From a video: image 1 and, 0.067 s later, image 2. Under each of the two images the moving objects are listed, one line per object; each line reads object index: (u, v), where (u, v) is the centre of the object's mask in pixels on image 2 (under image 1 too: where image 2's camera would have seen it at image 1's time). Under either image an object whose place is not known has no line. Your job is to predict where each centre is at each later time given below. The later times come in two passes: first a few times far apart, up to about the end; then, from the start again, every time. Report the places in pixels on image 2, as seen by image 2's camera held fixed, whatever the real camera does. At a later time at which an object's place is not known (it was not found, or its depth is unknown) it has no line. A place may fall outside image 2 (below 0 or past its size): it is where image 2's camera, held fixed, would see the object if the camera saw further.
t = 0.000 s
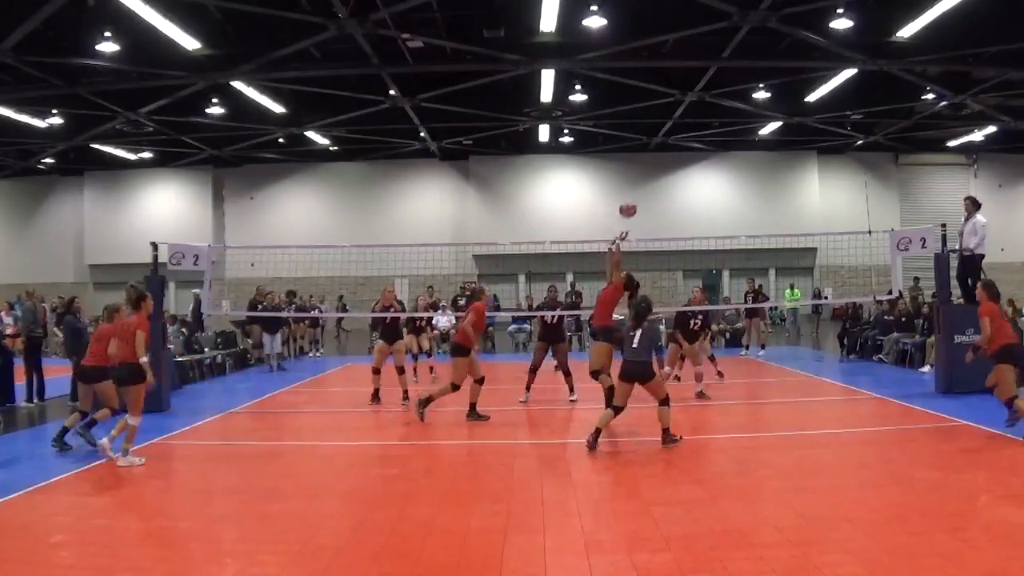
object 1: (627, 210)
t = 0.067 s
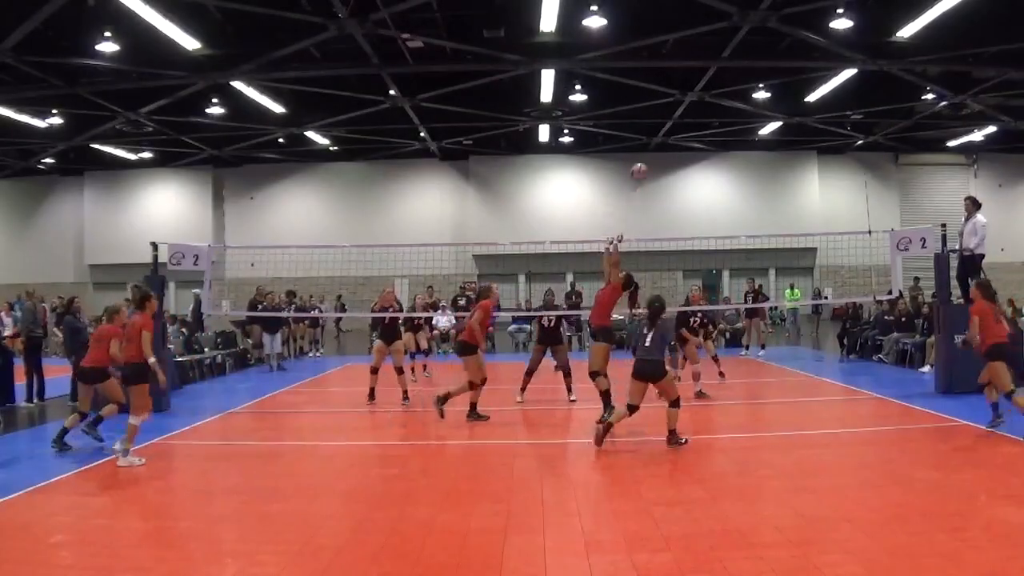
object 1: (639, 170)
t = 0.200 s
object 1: (661, 116)
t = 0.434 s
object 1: (697, 57)
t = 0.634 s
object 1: (727, 42)
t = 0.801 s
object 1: (752, 55)
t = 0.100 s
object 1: (645, 155)
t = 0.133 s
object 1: (650, 142)
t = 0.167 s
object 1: (656, 129)
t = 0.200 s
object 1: (661, 116)
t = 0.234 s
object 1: (666, 104)
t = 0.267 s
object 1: (671, 93)
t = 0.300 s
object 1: (677, 85)
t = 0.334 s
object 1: (682, 76)
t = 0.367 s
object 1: (687, 68)
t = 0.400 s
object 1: (692, 62)
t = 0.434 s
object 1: (697, 57)
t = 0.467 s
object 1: (702, 52)
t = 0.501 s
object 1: (707, 48)
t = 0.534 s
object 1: (712, 46)
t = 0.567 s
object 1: (717, 44)
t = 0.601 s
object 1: (722, 42)
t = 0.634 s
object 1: (727, 42)
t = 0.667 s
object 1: (732, 43)
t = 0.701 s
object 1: (737, 45)
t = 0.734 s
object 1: (742, 48)
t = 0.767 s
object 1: (747, 51)
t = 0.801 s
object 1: (752, 55)
